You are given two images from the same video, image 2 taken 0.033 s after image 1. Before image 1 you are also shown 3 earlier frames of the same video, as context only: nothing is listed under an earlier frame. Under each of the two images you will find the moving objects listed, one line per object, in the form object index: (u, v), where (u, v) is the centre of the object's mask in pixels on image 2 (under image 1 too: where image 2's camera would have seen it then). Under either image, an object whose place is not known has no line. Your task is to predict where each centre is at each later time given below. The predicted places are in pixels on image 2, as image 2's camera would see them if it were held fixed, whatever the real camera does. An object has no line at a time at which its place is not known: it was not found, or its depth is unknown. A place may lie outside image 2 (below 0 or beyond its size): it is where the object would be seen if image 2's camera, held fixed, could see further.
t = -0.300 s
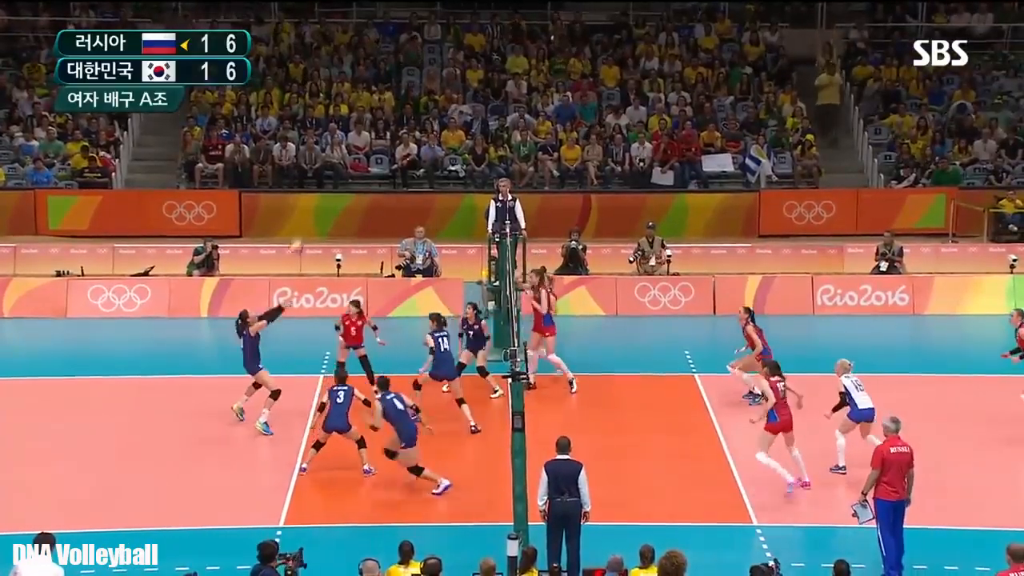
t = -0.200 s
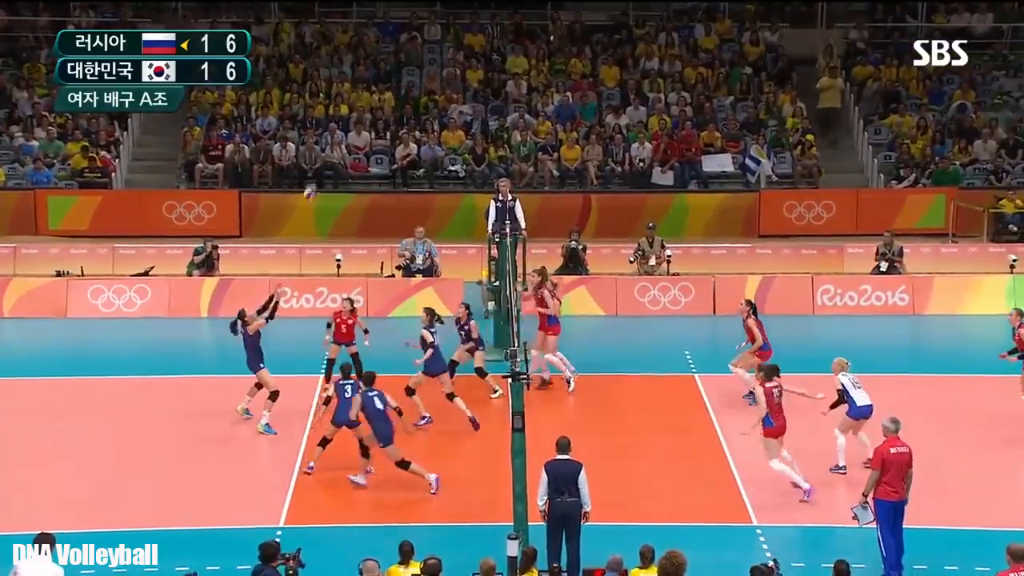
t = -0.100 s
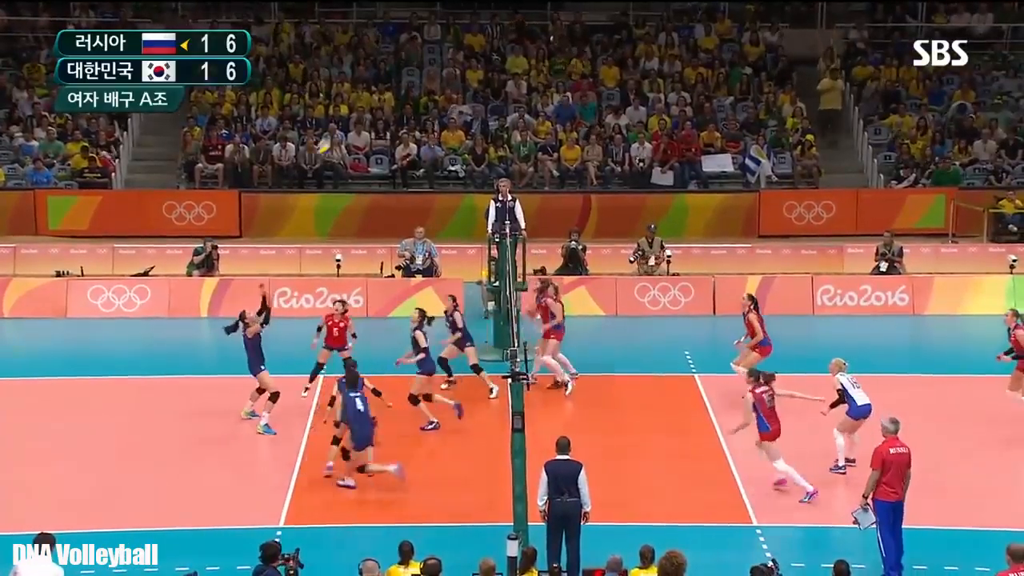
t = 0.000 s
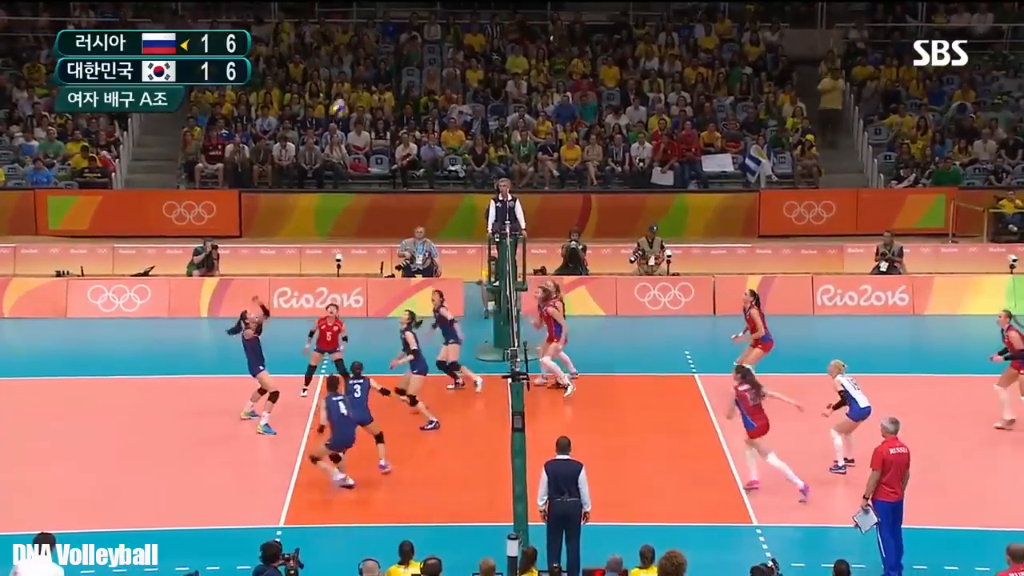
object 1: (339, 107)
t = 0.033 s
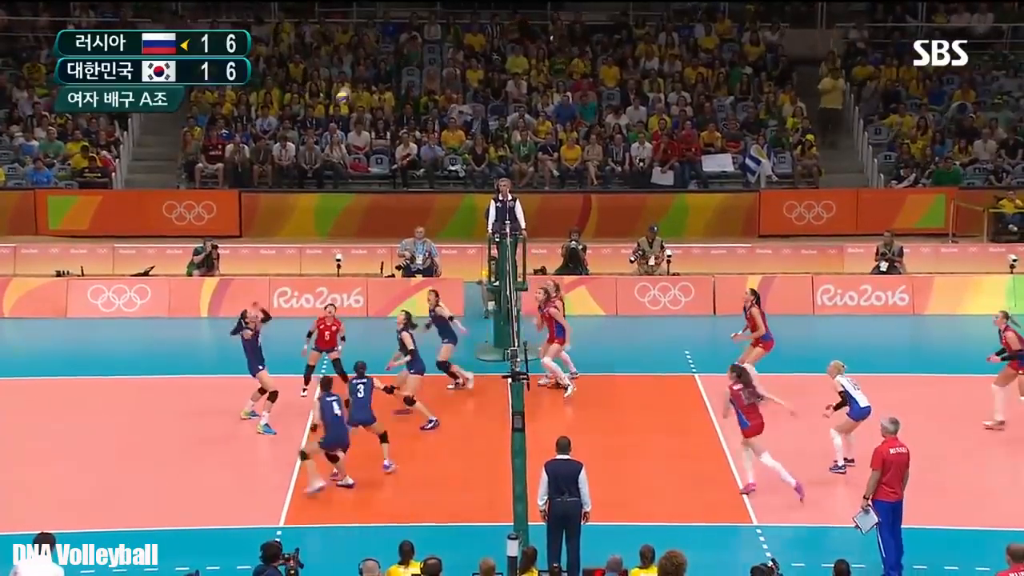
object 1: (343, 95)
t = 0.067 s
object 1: (347, 84)
